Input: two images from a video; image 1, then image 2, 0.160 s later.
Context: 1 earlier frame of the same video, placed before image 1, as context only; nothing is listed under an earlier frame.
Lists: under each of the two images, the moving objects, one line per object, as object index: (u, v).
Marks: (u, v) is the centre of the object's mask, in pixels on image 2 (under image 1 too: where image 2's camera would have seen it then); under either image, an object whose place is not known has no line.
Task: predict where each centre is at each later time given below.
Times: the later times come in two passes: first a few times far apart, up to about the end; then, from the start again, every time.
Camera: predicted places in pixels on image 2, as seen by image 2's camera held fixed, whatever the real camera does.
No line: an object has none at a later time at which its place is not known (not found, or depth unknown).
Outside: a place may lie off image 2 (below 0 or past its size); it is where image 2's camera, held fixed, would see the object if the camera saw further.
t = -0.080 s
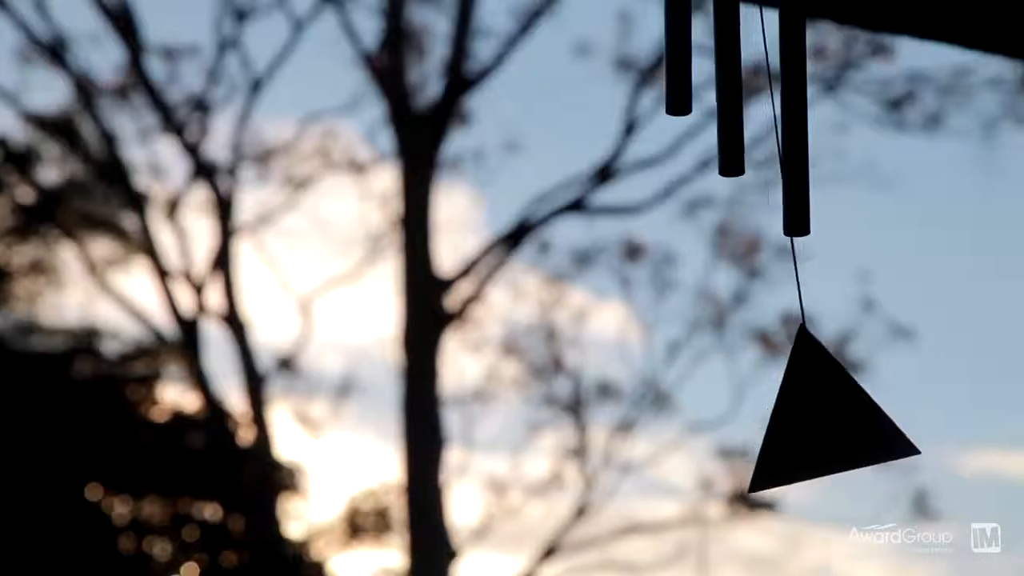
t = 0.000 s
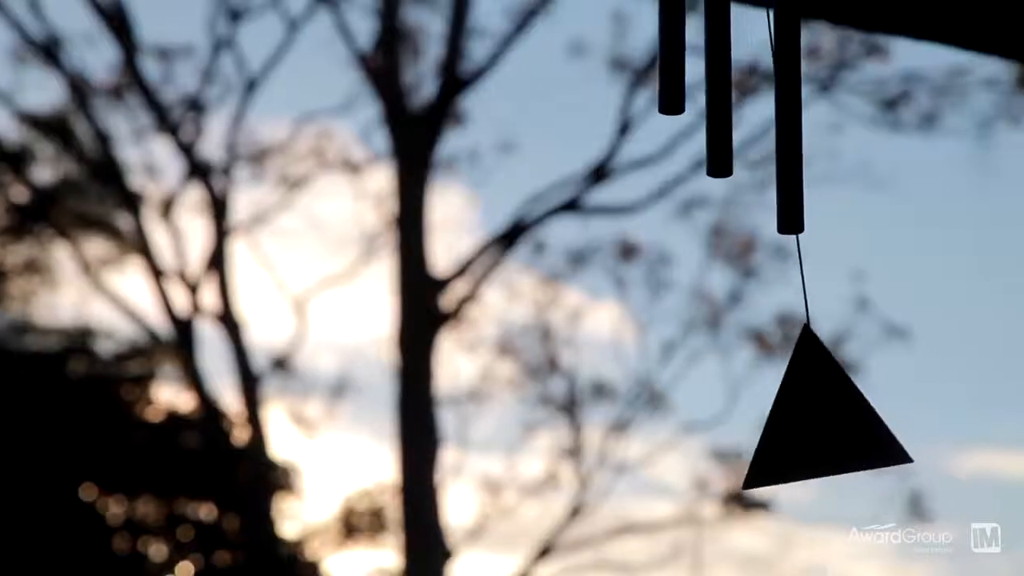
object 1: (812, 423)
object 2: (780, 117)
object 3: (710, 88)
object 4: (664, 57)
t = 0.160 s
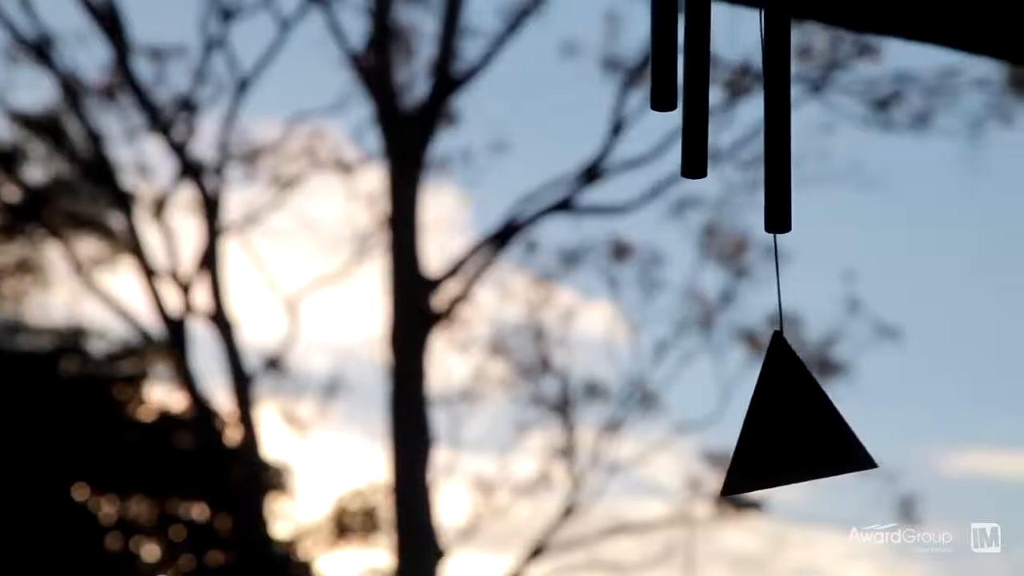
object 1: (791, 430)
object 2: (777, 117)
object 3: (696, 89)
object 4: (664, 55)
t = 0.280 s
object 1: (764, 435)
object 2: (778, 118)
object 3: (692, 90)
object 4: (667, 53)
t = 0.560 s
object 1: (698, 439)
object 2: (782, 118)
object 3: (708, 88)
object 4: (672, 55)
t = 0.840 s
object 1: (714, 436)
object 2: (791, 119)
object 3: (729, 86)
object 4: (676, 56)
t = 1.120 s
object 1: (802, 430)
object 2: (809, 115)
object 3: (730, 84)
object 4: (690, 51)
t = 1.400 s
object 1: (855, 429)
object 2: (823, 111)
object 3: (734, 82)
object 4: (712, 44)
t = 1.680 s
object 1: (794, 442)
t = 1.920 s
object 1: (732, 444)
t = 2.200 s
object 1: (736, 439)
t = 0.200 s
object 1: (783, 432)
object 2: (777, 117)
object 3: (693, 89)
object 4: (664, 55)
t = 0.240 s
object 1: (775, 434)
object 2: (778, 117)
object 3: (693, 89)
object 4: (666, 54)
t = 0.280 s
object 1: (764, 435)
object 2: (778, 118)
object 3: (692, 90)
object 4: (667, 53)
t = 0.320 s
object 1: (754, 437)
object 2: (779, 117)
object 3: (693, 89)
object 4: (668, 52)
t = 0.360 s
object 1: (743, 438)
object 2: (780, 117)
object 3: (695, 89)
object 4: (670, 53)
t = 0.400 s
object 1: (732, 439)
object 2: (781, 118)
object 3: (697, 89)
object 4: (671, 53)
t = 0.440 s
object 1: (722, 439)
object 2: (781, 118)
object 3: (699, 87)
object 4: (671, 53)
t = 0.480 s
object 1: (712, 440)
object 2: (782, 118)
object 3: (702, 88)
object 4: (672, 54)
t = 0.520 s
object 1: (704, 439)
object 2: (782, 117)
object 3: (705, 88)
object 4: (673, 54)
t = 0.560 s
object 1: (698, 439)
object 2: (782, 118)
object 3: (708, 88)
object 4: (672, 55)
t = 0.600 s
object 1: (693, 438)
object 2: (782, 118)
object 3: (711, 88)
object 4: (672, 56)
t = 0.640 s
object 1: (693, 438)
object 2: (784, 118)
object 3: (715, 88)
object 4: (673, 55)
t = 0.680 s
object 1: (693, 437)
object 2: (785, 117)
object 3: (719, 86)
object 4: (674, 55)
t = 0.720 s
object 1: (697, 437)
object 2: (788, 118)
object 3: (723, 86)
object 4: (677, 55)
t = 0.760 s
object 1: (701, 437)
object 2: (788, 119)
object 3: (726, 86)
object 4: (677, 56)
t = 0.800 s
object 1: (707, 437)
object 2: (790, 119)
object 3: (728, 86)
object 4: (677, 56)
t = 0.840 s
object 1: (714, 436)
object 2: (791, 119)
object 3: (729, 86)
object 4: (676, 56)
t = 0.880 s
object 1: (724, 434)
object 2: (793, 117)
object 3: (731, 84)
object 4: (677, 54)
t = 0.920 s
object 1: (734, 434)
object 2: (795, 117)
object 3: (730, 85)
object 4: (678, 54)
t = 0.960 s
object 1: (747, 433)
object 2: (797, 117)
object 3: (731, 84)
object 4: (679, 54)
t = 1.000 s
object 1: (759, 433)
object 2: (799, 117)
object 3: (731, 85)
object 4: (681, 54)
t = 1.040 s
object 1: (776, 433)
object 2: (804, 116)
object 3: (732, 85)
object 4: (685, 53)
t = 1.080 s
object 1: (789, 431)
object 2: (806, 116)
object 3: (731, 84)
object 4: (687, 53)
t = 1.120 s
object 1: (802, 430)
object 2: (809, 115)
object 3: (730, 84)
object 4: (690, 51)
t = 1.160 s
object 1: (815, 429)
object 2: (812, 114)
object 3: (731, 83)
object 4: (696, 50)
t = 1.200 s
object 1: (827, 429)
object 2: (815, 115)
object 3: (731, 84)
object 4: (700, 50)
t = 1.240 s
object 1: (839, 427)
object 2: (819, 112)
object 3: (733, 82)
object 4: (704, 48)
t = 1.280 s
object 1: (850, 427)
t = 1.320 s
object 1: (853, 427)
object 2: (823, 111)
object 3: (734, 87)
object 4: (710, 45)
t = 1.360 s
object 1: (858, 427)
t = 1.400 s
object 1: (855, 429)
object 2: (823, 111)
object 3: (734, 82)
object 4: (712, 44)
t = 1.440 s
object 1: (852, 430)
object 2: (824, 110)
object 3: (734, 80)
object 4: (712, 44)
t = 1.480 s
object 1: (847, 432)
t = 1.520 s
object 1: (841, 435)
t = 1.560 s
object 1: (831, 437)
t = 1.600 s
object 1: (819, 439)
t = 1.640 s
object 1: (807, 440)
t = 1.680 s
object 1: (794, 442)
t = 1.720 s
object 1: (782, 443)
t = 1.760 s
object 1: (770, 444)
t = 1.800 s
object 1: (758, 444)
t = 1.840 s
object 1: (749, 444)
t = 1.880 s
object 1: (740, 444)
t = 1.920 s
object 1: (732, 444)
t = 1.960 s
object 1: (724, 443)
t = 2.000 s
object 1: (720, 442)
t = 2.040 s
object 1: (717, 441)
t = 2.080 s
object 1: (719, 440)
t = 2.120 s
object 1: (723, 440)
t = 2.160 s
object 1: (729, 439)
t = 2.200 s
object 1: (736, 439)
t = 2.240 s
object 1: (747, 439)
